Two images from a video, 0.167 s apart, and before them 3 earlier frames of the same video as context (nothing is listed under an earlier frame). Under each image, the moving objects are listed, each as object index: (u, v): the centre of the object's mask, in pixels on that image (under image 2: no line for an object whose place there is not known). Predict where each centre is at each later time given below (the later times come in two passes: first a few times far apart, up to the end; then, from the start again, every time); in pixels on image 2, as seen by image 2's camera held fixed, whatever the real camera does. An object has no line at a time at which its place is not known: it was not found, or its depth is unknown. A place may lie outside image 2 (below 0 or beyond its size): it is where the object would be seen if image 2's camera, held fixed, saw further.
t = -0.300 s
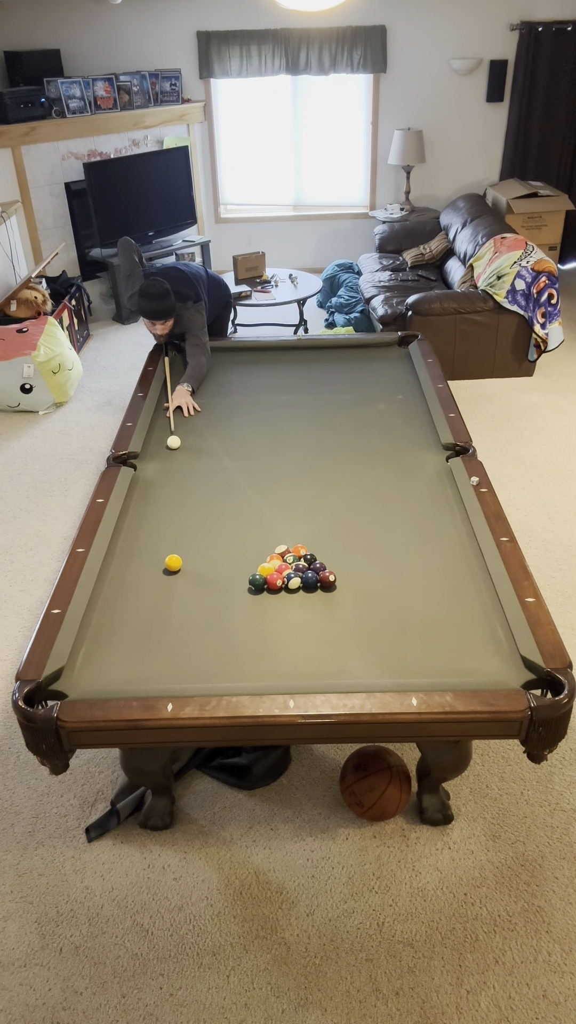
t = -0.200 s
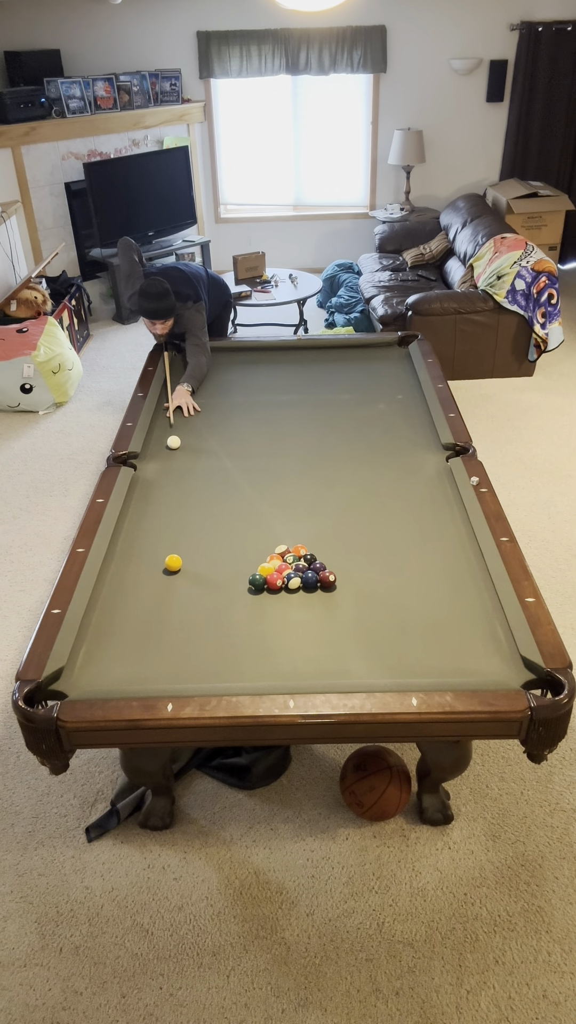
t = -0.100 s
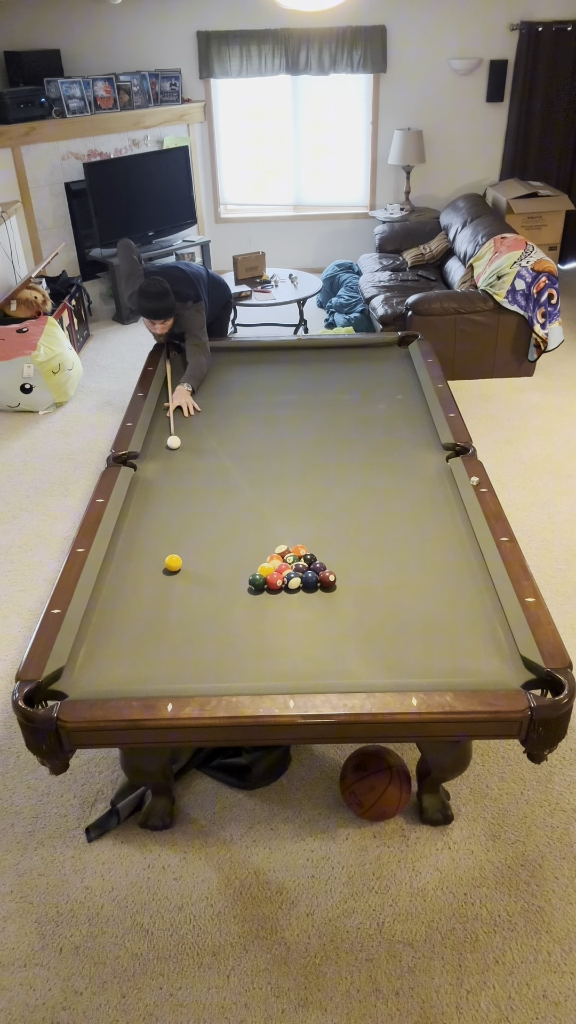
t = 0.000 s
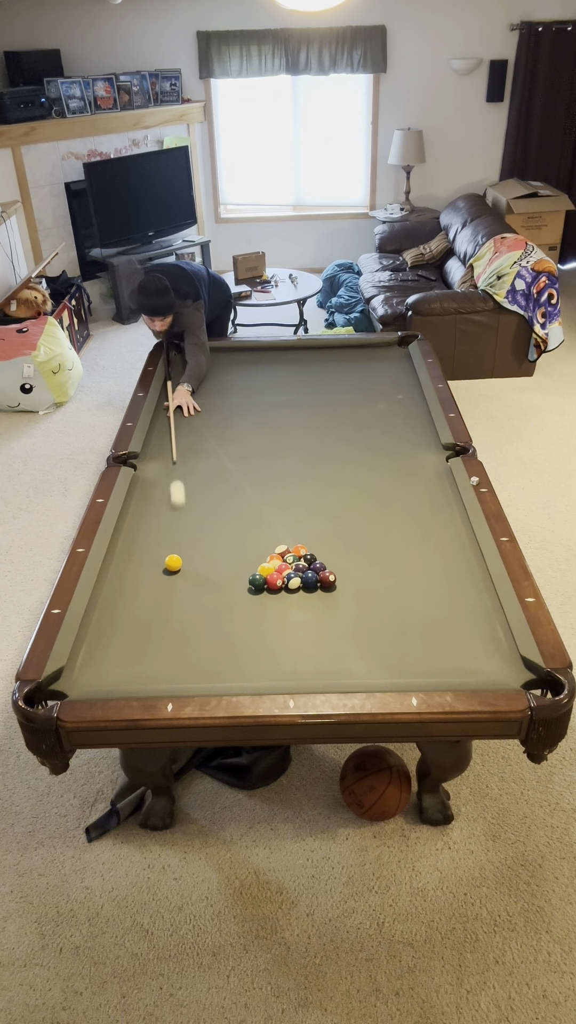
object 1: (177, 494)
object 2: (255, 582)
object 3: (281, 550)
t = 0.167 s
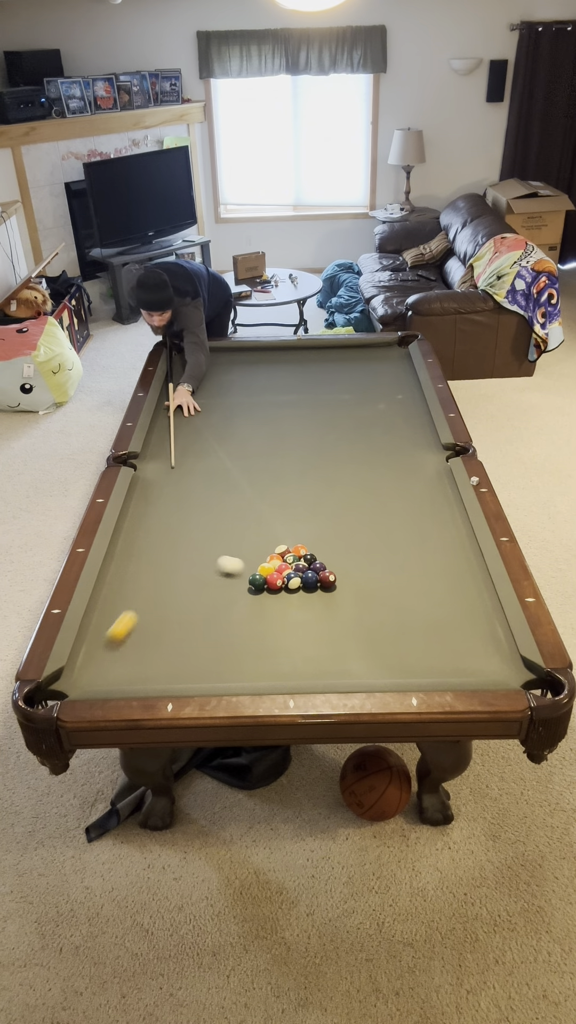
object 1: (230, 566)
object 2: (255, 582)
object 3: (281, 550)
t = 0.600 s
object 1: (226, 578)
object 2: (254, 583)
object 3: (283, 529)
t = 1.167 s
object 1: (202, 584)
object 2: (254, 583)
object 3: (283, 501)
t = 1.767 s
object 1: (183, 587)
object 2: (254, 583)
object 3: (282, 480)
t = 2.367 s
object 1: (174, 587)
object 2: (252, 582)
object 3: (283, 463)
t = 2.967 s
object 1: (173, 587)
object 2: (245, 580)
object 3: (285, 451)
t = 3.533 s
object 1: (173, 587)
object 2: (244, 579)
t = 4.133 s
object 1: (173, 587)
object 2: (244, 579)
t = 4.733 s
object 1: (173, 587)
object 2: (244, 579)
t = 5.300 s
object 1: (173, 587)
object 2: (244, 579)
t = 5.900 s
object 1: (173, 587)
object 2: (244, 579)
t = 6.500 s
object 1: (173, 587)
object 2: (244, 579)
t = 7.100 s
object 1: (173, 587)
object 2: (244, 579)
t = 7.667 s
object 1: (173, 587)
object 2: (244, 579)
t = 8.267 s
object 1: (173, 587)
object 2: (244, 579)
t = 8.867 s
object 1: (173, 587)
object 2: (244, 579)
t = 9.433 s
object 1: (173, 587)
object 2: (244, 579)
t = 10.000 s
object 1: (173, 587)
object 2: (244, 579)
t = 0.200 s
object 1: (245, 568)
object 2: (255, 582)
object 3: (281, 550)
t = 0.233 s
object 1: (246, 570)
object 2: (255, 582)
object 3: (281, 549)
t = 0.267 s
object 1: (243, 572)
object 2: (255, 583)
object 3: (282, 549)
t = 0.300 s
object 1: (241, 573)
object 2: (254, 583)
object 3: (283, 548)
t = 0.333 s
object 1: (239, 574)
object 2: (254, 583)
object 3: (282, 546)
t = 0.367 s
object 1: (237, 574)
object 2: (254, 583)
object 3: (282, 543)
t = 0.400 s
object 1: (236, 575)
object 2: (254, 583)
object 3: (282, 540)
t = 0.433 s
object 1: (234, 575)
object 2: (254, 583)
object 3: (283, 538)
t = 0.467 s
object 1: (232, 576)
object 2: (254, 583)
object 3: (282, 538)
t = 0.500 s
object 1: (231, 576)
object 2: (254, 583)
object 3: (283, 535)
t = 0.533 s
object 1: (229, 577)
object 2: (254, 583)
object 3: (283, 533)
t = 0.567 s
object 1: (227, 577)
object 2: (254, 583)
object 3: (283, 532)
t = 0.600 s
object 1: (226, 578)
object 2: (254, 583)
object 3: (283, 529)
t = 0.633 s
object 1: (224, 578)
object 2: (254, 582)
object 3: (283, 527)
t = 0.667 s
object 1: (222, 579)
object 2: (254, 583)
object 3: (283, 525)
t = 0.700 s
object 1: (221, 579)
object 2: (254, 583)
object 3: (283, 523)
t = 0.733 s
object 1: (219, 579)
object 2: (254, 583)
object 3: (283, 522)
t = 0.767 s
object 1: (218, 580)
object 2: (254, 583)
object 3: (283, 521)
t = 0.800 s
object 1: (216, 580)
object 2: (254, 583)
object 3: (283, 519)
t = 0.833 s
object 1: (215, 580)
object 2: (254, 582)
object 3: (283, 517)
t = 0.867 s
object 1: (213, 581)
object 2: (254, 583)
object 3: (283, 516)
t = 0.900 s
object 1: (212, 581)
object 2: (254, 582)
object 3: (283, 513)
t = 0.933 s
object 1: (211, 582)
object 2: (254, 582)
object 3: (283, 511)
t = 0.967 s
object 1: (209, 582)
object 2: (254, 583)
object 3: (283, 510)
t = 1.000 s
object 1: (208, 582)
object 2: (254, 583)
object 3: (283, 509)
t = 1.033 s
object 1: (207, 583)
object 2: (254, 583)
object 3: (283, 508)
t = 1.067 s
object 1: (205, 583)
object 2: (254, 583)
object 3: (283, 506)
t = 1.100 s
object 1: (204, 583)
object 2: (254, 583)
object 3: (283, 505)
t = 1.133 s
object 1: (203, 583)
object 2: (254, 583)
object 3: (283, 503)
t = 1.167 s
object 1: (202, 584)
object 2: (254, 583)
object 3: (283, 501)
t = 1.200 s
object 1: (200, 584)
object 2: (254, 583)
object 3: (283, 499)
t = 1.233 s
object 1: (199, 584)
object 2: (254, 583)
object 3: (283, 499)
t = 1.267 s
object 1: (198, 584)
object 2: (254, 583)
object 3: (282, 498)
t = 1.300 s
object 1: (197, 585)
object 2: (254, 583)
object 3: (282, 496)
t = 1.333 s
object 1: (196, 585)
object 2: (254, 583)
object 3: (282, 495)
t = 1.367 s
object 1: (195, 585)
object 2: (254, 583)
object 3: (282, 494)
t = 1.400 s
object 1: (194, 585)
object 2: (254, 583)
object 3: (282, 493)
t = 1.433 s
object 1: (192, 585)
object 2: (254, 583)
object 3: (282, 492)
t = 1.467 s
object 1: (191, 585)
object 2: (254, 583)
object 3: (282, 490)
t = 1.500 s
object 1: (190, 585)
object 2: (254, 583)
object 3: (282, 488)
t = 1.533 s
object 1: (190, 586)
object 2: (254, 583)
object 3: (282, 488)
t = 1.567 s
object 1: (189, 586)
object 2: (254, 583)
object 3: (282, 487)
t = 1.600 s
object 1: (188, 586)
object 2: (254, 583)
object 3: (282, 485)
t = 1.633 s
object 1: (187, 586)
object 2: (254, 583)
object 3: (282, 484)
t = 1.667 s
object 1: (186, 586)
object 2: (254, 583)
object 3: (282, 483)
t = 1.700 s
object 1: (185, 586)
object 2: (254, 583)
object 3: (282, 482)
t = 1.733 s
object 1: (184, 586)
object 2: (254, 583)
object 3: (282, 481)
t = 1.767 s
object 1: (183, 587)
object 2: (254, 583)
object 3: (282, 480)
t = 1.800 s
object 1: (183, 587)
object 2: (254, 583)
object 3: (282, 478)
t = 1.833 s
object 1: (182, 587)
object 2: (254, 583)
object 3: (282, 477)
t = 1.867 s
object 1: (181, 587)
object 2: (254, 583)
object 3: (282, 476)
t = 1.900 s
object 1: (180, 587)
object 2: (254, 583)
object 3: (282, 475)
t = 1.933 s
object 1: (180, 587)
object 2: (254, 583)
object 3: (282, 475)
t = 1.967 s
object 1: (179, 587)
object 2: (254, 583)
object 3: (282, 474)
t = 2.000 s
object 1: (179, 587)
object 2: (254, 583)
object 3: (283, 473)
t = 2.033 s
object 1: (178, 587)
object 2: (254, 583)
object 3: (283, 472)
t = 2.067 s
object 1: (178, 587)
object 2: (254, 583)
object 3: (283, 471)
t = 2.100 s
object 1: (177, 587)
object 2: (254, 583)
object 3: (283, 470)
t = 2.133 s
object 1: (176, 587)
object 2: (255, 583)
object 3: (283, 469)
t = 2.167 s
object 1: (176, 587)
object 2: (254, 582)
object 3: (283, 468)
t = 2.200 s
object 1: (176, 587)
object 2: (254, 582)
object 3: (283, 467)
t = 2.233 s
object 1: (175, 587)
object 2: (254, 581)
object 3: (283, 466)
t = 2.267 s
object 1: (175, 587)
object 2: (253, 582)
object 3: (283, 465)
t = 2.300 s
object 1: (174, 587)
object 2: (253, 582)
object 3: (283, 465)
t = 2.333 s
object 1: (174, 587)
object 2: (252, 582)
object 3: (283, 464)
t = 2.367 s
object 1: (174, 587)
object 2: (252, 582)
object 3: (283, 463)
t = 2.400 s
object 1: (173, 587)
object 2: (251, 582)
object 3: (284, 462)
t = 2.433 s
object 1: (173, 587)
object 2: (251, 582)
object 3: (284, 462)
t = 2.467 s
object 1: (173, 587)
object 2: (250, 582)
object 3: (284, 461)
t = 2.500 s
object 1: (173, 587)
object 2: (250, 582)
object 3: (284, 460)
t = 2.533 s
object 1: (173, 587)
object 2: (249, 582)
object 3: (284, 459)
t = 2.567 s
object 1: (172, 587)
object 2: (249, 582)
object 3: (284, 459)
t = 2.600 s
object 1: (172, 587)
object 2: (249, 582)
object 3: (284, 458)
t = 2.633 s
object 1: (172, 587)
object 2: (248, 581)
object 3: (284, 457)
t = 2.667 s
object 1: (172, 587)
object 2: (248, 581)
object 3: (284, 457)
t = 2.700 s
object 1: (172, 587)
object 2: (247, 581)
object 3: (284, 456)
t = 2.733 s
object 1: (172, 587)
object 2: (247, 581)
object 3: (284, 455)
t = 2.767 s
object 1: (172, 587)
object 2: (247, 581)
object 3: (284, 455)
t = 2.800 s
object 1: (172, 587)
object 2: (246, 581)
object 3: (284, 454)
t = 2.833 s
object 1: (173, 587)
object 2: (246, 580)
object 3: (284, 453)
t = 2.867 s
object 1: (173, 587)
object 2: (246, 580)
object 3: (284, 453)
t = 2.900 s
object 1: (173, 587)
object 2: (246, 580)
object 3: (284, 452)
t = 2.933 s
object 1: (173, 587)
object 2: (245, 580)
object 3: (284, 452)
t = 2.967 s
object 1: (173, 587)
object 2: (245, 580)
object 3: (285, 451)
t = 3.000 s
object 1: (173, 587)
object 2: (245, 580)
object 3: (285, 451)
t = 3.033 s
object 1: (173, 587)
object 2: (245, 579)
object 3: (285, 450)
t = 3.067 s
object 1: (173, 587)
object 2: (245, 579)
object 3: (285, 449)
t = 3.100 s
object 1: (173, 587)
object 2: (244, 579)
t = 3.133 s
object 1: (173, 587)
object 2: (244, 579)
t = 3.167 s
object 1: (173, 587)
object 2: (244, 579)
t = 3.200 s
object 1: (173, 587)
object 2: (244, 579)
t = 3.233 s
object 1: (173, 587)
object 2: (244, 579)
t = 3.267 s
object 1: (173, 587)
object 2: (244, 579)
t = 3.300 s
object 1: (173, 587)
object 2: (244, 579)
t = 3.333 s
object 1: (173, 587)
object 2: (244, 579)
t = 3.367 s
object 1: (173, 587)
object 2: (244, 579)
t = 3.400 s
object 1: (173, 587)
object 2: (244, 579)
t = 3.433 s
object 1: (173, 587)
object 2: (244, 579)
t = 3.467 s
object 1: (173, 587)
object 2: (244, 579)
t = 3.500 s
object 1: (173, 587)
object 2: (244, 579)
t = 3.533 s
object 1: (173, 587)
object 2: (244, 579)
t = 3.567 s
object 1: (173, 587)
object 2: (244, 579)
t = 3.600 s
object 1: (173, 587)
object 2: (244, 579)
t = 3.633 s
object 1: (173, 587)
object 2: (244, 579)
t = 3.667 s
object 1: (173, 587)
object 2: (244, 579)
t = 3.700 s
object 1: (173, 587)
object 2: (244, 579)
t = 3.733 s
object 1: (173, 587)
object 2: (244, 579)
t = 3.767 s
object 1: (173, 587)
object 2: (244, 579)
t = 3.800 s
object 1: (173, 587)
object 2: (244, 579)
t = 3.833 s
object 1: (173, 587)
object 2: (244, 579)
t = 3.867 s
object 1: (173, 587)
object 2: (244, 579)
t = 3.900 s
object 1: (173, 587)
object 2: (244, 578)
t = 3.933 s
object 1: (173, 587)
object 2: (244, 579)
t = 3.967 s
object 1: (173, 587)
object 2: (244, 579)
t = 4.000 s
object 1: (173, 587)
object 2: (244, 579)
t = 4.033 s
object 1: (173, 587)
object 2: (244, 579)
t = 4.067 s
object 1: (173, 587)
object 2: (244, 579)
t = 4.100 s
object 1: (173, 587)
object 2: (244, 579)
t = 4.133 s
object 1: (173, 587)
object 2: (244, 579)
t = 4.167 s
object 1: (173, 587)
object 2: (244, 579)
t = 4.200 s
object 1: (173, 587)
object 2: (244, 579)
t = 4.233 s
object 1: (173, 587)
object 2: (244, 579)
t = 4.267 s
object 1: (173, 587)
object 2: (244, 579)
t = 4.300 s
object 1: (173, 587)
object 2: (244, 579)
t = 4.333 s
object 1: (173, 587)
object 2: (244, 579)
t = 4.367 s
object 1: (173, 587)
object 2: (244, 579)
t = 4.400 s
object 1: (173, 587)
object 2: (244, 579)
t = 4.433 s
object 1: (173, 587)
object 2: (244, 579)
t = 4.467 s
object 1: (173, 587)
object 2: (244, 579)
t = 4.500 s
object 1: (173, 587)
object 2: (244, 579)
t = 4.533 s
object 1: (173, 587)
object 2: (244, 579)
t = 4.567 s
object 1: (173, 587)
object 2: (244, 579)
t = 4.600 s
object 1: (173, 587)
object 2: (244, 579)
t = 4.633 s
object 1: (173, 587)
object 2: (244, 579)
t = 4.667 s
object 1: (173, 587)
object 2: (244, 579)
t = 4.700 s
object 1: (173, 587)
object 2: (244, 579)
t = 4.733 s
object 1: (173, 587)
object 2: (244, 579)
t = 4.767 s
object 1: (173, 587)
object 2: (244, 579)
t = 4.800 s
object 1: (173, 587)
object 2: (244, 579)
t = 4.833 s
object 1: (173, 587)
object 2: (244, 579)
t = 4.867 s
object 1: (173, 587)
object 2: (244, 579)
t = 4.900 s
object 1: (173, 587)
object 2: (244, 579)
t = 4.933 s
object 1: (173, 587)
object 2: (244, 579)
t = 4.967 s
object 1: (173, 587)
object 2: (244, 579)
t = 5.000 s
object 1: (173, 587)
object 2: (244, 579)
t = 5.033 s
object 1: (173, 587)
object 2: (244, 579)
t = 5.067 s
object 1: (173, 587)
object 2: (244, 579)
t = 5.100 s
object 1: (173, 587)
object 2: (244, 579)
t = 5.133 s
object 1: (173, 587)
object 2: (244, 579)
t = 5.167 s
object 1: (173, 587)
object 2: (244, 579)
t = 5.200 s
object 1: (173, 587)
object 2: (244, 579)
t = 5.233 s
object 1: (173, 587)
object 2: (244, 579)
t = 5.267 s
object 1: (173, 587)
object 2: (244, 579)
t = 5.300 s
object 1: (173, 587)
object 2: (244, 579)
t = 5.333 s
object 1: (173, 587)
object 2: (244, 579)
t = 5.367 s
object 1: (173, 587)
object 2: (244, 579)
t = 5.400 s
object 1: (173, 587)
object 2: (244, 579)
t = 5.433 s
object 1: (173, 587)
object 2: (244, 579)
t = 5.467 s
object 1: (173, 587)
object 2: (244, 579)
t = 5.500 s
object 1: (173, 587)
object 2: (244, 579)
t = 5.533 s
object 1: (173, 587)
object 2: (244, 579)
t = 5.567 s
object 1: (173, 587)
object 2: (244, 579)
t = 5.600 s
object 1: (173, 587)
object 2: (244, 579)
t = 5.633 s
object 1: (173, 587)
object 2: (244, 579)
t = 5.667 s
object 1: (173, 587)
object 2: (244, 579)
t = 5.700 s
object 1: (173, 587)
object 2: (244, 579)
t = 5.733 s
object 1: (173, 587)
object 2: (244, 579)
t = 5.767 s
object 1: (173, 587)
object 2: (244, 579)
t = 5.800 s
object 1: (173, 587)
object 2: (244, 579)
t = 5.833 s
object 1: (173, 587)
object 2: (244, 579)
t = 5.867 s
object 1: (173, 587)
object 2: (244, 579)
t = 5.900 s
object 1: (173, 587)
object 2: (244, 579)
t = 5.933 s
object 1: (173, 587)
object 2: (244, 579)
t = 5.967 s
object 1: (173, 587)
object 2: (244, 579)
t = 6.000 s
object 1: (173, 587)
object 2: (244, 579)
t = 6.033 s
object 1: (173, 587)
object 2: (244, 579)
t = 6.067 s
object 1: (173, 587)
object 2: (244, 579)
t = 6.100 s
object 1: (173, 587)
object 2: (244, 579)
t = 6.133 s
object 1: (173, 587)
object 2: (244, 579)
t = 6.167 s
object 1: (173, 587)
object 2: (244, 579)
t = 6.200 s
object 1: (173, 587)
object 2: (244, 579)
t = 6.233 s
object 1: (173, 587)
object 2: (244, 579)
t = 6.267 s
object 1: (173, 587)
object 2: (244, 579)
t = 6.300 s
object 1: (173, 587)
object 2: (244, 579)
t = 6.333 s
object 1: (173, 587)
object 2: (244, 579)
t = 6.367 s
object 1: (173, 587)
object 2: (244, 579)
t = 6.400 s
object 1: (173, 587)
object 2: (244, 579)
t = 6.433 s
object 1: (173, 587)
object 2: (244, 579)
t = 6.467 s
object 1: (173, 587)
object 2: (244, 579)
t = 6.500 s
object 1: (173, 587)
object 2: (244, 579)
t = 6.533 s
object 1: (173, 587)
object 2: (244, 579)
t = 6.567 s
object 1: (173, 587)
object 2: (244, 579)
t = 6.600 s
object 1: (173, 587)
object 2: (244, 579)
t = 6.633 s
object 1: (173, 587)
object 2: (244, 579)
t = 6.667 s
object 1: (173, 587)
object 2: (244, 579)
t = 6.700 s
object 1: (173, 587)
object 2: (244, 579)
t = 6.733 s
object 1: (173, 587)
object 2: (244, 579)
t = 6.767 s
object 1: (173, 587)
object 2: (244, 579)
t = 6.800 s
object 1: (173, 587)
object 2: (244, 579)
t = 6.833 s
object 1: (173, 587)
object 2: (244, 579)
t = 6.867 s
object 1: (173, 587)
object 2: (244, 579)
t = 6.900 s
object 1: (173, 587)
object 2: (244, 579)
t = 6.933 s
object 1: (173, 587)
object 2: (244, 579)
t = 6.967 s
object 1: (173, 587)
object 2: (244, 579)
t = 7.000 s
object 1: (173, 587)
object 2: (244, 579)
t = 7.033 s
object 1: (173, 587)
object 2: (244, 579)
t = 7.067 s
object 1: (173, 587)
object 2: (244, 579)
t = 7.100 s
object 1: (173, 587)
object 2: (244, 579)
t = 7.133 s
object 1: (173, 587)
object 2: (244, 579)
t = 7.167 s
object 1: (173, 587)
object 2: (244, 579)
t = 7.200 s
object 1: (173, 587)
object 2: (244, 579)
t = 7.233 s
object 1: (173, 587)
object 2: (244, 579)
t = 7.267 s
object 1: (173, 587)
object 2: (244, 579)
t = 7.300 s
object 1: (173, 587)
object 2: (244, 579)
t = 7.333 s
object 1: (173, 587)
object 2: (244, 579)
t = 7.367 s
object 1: (173, 587)
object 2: (244, 579)
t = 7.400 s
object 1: (173, 587)
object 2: (244, 579)
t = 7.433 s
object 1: (173, 587)
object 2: (244, 579)
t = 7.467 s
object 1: (173, 587)
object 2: (244, 579)
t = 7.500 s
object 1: (173, 587)
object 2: (244, 579)
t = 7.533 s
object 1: (173, 587)
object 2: (244, 579)
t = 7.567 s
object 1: (173, 587)
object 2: (244, 579)
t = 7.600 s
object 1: (173, 587)
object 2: (244, 579)
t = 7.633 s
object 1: (173, 587)
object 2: (244, 579)
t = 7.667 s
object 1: (173, 587)
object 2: (244, 579)
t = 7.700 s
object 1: (173, 587)
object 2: (244, 579)
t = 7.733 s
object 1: (173, 587)
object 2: (244, 579)
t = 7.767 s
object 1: (173, 587)
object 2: (244, 579)
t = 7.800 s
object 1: (173, 587)
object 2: (244, 579)
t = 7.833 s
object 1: (173, 587)
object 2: (244, 579)
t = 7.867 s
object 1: (173, 587)
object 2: (244, 579)
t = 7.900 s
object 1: (173, 587)
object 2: (244, 579)
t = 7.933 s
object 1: (173, 587)
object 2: (244, 579)
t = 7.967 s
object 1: (173, 587)
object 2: (244, 579)
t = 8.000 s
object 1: (173, 587)
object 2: (244, 579)
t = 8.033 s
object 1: (173, 587)
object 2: (244, 579)
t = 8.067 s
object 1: (173, 587)
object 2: (244, 579)
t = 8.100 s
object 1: (173, 587)
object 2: (244, 579)
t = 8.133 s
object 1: (173, 587)
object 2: (244, 579)
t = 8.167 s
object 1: (173, 587)
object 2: (244, 579)
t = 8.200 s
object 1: (173, 587)
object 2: (244, 579)
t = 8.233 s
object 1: (173, 587)
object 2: (244, 579)
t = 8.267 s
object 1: (173, 587)
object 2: (244, 579)
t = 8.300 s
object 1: (173, 587)
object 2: (244, 579)
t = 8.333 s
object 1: (173, 587)
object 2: (244, 579)
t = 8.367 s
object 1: (173, 587)
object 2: (244, 579)
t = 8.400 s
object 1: (173, 587)
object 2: (244, 579)
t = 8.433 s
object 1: (173, 587)
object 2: (244, 579)
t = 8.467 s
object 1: (173, 587)
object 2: (244, 579)
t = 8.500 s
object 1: (173, 587)
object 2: (244, 579)
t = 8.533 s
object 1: (173, 587)
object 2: (244, 579)
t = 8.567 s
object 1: (173, 587)
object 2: (244, 579)
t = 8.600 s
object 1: (173, 587)
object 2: (244, 579)
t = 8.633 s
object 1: (173, 587)
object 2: (244, 579)
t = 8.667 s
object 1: (173, 587)
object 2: (244, 579)
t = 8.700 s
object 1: (173, 587)
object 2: (244, 579)
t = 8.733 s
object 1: (173, 587)
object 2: (244, 579)
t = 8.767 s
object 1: (173, 587)
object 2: (244, 579)
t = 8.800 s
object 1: (173, 587)
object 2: (244, 579)
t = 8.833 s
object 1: (173, 587)
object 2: (244, 579)
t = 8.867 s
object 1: (173, 587)
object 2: (244, 579)
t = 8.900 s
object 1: (173, 587)
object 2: (244, 579)
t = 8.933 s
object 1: (173, 587)
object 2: (244, 579)
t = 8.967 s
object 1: (173, 587)
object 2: (244, 579)
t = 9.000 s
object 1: (173, 587)
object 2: (244, 579)
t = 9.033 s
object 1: (173, 587)
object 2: (244, 579)
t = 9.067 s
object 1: (173, 587)
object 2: (244, 579)
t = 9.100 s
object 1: (173, 587)
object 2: (244, 579)
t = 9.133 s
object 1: (173, 587)
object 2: (244, 579)
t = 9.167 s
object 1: (173, 587)
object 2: (244, 579)
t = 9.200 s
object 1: (173, 587)
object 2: (244, 579)
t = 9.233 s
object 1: (173, 587)
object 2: (244, 579)
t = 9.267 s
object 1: (173, 587)
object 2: (244, 579)
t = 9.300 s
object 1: (173, 587)
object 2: (244, 579)
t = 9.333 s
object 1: (173, 587)
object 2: (244, 579)
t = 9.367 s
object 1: (173, 587)
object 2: (244, 579)
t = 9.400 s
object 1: (173, 587)
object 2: (244, 579)
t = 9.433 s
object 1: (173, 587)
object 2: (244, 579)
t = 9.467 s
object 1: (173, 587)
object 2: (244, 579)
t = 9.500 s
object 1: (173, 587)
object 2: (244, 579)
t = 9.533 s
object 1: (173, 587)
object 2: (244, 579)
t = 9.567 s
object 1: (173, 587)
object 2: (244, 579)
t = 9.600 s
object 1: (173, 587)
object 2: (244, 579)
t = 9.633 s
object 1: (173, 587)
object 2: (244, 579)
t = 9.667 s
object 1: (173, 587)
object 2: (244, 579)
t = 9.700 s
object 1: (173, 587)
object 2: (244, 579)
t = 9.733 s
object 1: (173, 587)
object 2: (244, 579)
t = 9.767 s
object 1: (173, 587)
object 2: (244, 579)
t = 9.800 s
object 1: (173, 587)
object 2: (244, 579)
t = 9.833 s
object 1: (173, 587)
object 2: (244, 579)
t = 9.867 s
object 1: (173, 587)
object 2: (244, 579)
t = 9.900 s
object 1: (173, 587)
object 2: (244, 579)
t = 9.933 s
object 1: (173, 587)
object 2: (244, 579)
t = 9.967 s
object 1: (173, 587)
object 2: (244, 579)
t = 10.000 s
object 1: (173, 587)
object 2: (244, 579)
